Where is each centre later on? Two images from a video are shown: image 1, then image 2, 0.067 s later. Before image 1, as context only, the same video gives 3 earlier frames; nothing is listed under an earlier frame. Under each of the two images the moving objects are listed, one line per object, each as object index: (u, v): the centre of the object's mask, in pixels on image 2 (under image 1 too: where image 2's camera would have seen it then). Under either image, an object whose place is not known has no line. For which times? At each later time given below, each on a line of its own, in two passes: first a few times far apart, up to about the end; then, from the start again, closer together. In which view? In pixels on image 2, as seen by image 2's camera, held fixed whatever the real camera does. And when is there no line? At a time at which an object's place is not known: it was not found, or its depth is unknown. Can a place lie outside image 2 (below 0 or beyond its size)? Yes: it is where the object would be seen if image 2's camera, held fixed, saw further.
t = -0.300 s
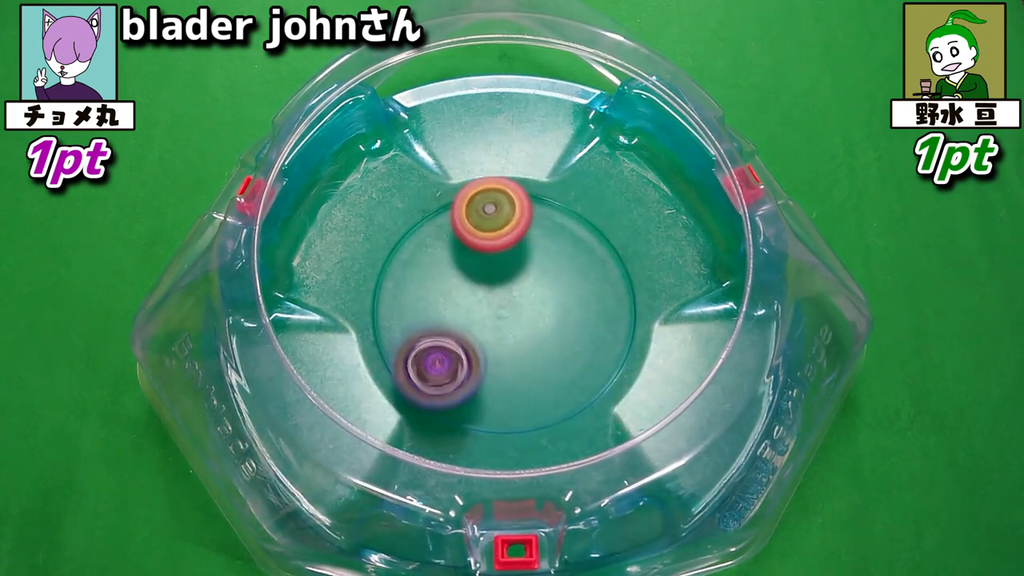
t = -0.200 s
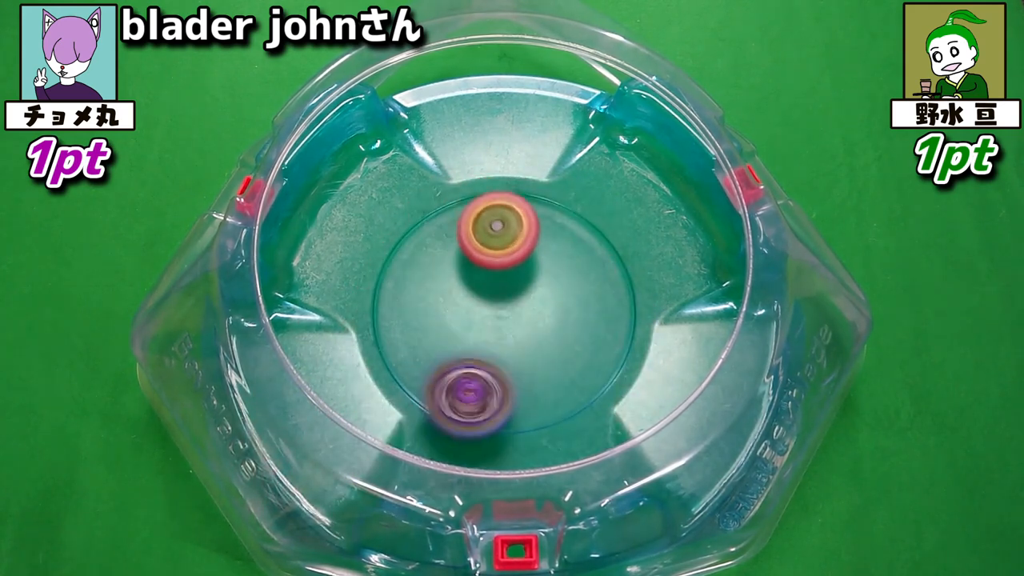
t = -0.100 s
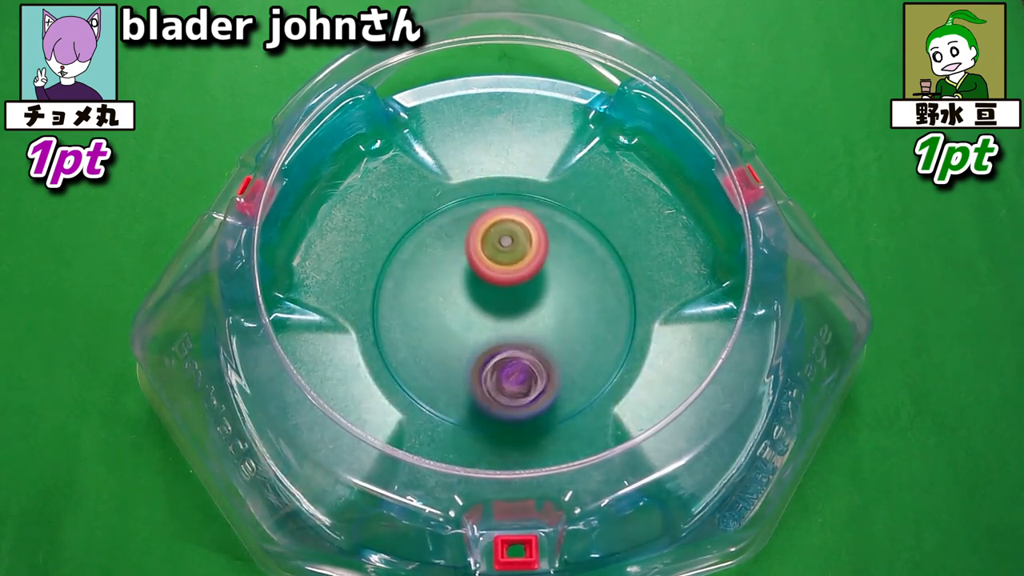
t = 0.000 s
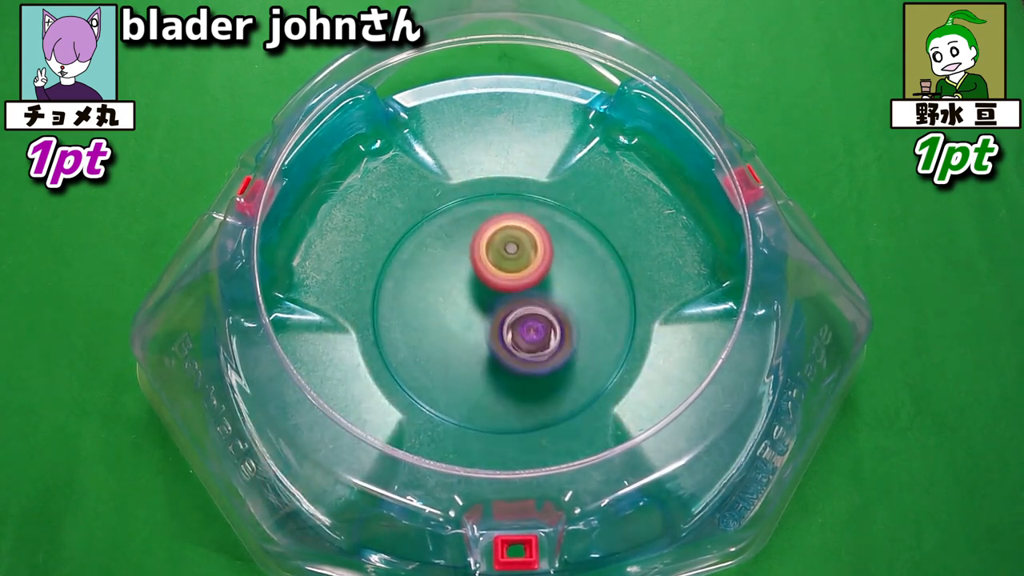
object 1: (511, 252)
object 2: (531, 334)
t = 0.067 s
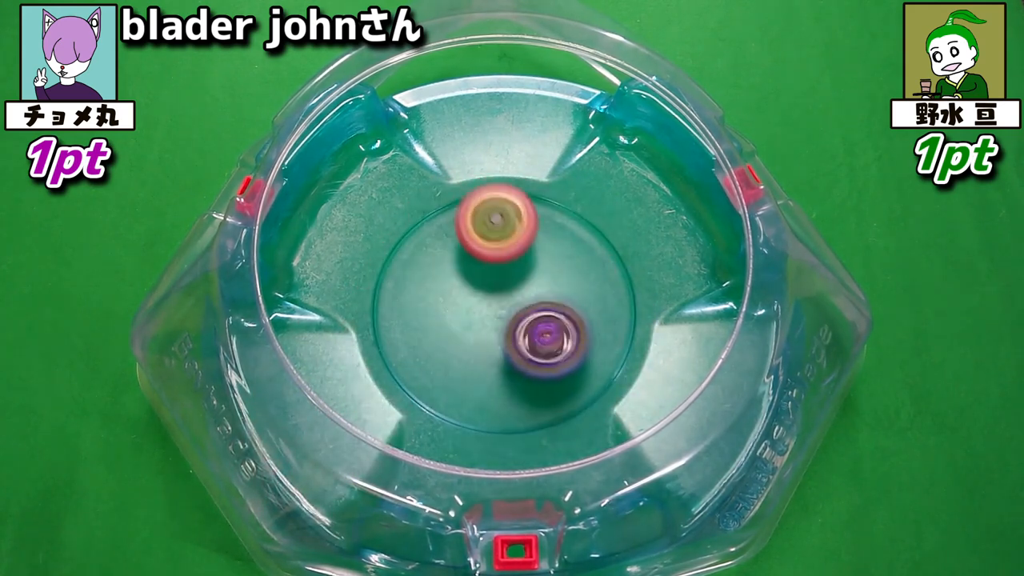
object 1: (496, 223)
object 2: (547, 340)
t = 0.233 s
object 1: (494, 213)
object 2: (566, 315)
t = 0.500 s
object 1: (487, 210)
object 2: (532, 339)
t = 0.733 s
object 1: (480, 240)
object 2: (562, 357)
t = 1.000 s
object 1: (436, 263)
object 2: (548, 323)
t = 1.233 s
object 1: (432, 281)
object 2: (533, 315)
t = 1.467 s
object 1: (416, 292)
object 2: (559, 313)
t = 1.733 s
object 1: (433, 312)
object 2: (522, 283)
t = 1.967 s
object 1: (438, 339)
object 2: (524, 274)
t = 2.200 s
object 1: (464, 349)
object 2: (518, 267)
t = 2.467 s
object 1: (501, 363)
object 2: (506, 268)
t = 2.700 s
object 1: (536, 356)
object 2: (498, 273)
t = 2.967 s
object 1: (562, 329)
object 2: (485, 285)
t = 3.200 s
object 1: (580, 301)
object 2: (472, 299)
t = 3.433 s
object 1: (580, 277)
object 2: (484, 310)
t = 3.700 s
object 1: (575, 258)
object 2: (452, 342)
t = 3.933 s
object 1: (535, 243)
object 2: (486, 329)
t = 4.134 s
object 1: (505, 240)
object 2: (491, 345)
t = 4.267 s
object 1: (485, 244)
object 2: (502, 329)
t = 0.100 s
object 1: (492, 215)
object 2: (554, 339)
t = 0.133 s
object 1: (491, 212)
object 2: (561, 336)
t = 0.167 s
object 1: (492, 212)
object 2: (565, 330)
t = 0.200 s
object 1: (493, 212)
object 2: (566, 324)
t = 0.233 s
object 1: (494, 213)
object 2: (566, 315)
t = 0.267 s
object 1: (496, 214)
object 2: (562, 308)
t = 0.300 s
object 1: (497, 215)
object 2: (553, 300)
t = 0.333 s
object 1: (498, 216)
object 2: (542, 293)
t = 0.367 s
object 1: (493, 211)
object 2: (536, 298)
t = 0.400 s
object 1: (489, 207)
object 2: (534, 308)
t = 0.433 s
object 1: (487, 207)
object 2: (532, 317)
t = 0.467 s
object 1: (487, 208)
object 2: (531, 329)
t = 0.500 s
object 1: (487, 210)
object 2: (532, 339)
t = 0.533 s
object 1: (487, 212)
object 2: (535, 349)
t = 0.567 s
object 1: (487, 216)
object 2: (540, 356)
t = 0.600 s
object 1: (486, 220)
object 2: (545, 361)
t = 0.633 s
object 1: (485, 224)
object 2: (551, 363)
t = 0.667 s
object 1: (484, 229)
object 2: (556, 364)
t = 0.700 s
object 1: (482, 234)
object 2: (560, 361)
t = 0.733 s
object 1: (480, 240)
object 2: (562, 357)
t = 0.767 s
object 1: (478, 245)
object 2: (563, 351)
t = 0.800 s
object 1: (476, 251)
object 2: (562, 343)
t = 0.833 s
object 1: (474, 257)
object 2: (557, 334)
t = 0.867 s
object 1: (471, 262)
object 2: (549, 326)
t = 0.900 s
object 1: (468, 267)
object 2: (539, 319)
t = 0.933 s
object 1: (453, 263)
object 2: (543, 321)
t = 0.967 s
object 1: (442, 261)
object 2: (546, 322)
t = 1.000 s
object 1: (436, 263)
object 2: (548, 323)
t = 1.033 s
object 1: (434, 265)
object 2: (549, 323)
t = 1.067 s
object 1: (432, 267)
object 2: (549, 323)
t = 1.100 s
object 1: (431, 269)
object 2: (548, 322)
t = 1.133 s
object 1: (430, 272)
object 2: (546, 320)
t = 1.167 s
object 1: (430, 275)
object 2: (542, 318)
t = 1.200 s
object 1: (431, 278)
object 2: (538, 317)
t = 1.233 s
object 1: (432, 281)
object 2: (533, 315)
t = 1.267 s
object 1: (434, 285)
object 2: (526, 313)
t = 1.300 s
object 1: (427, 286)
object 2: (528, 314)
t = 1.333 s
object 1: (418, 286)
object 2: (535, 317)
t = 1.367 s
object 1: (415, 287)
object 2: (542, 317)
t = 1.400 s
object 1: (414, 289)
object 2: (549, 318)
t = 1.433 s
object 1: (415, 291)
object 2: (554, 315)
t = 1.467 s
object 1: (416, 292)
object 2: (559, 313)
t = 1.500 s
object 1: (418, 293)
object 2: (562, 307)
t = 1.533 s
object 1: (419, 295)
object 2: (562, 302)
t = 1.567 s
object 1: (422, 297)
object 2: (559, 296)
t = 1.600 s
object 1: (425, 299)
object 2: (555, 290)
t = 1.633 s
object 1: (428, 301)
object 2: (548, 286)
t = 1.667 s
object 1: (432, 304)
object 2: (537, 284)
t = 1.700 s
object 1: (436, 307)
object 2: (526, 283)
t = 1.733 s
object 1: (433, 312)
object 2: (522, 283)
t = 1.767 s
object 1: (430, 318)
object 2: (521, 281)
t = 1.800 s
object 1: (431, 322)
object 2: (520, 281)
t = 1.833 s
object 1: (434, 324)
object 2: (519, 281)
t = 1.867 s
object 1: (437, 326)
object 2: (516, 282)
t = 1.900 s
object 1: (437, 330)
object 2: (517, 281)
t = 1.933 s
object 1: (436, 336)
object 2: (521, 277)
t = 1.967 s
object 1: (438, 339)
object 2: (524, 274)
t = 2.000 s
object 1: (440, 341)
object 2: (526, 271)
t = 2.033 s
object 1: (443, 344)
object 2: (527, 268)
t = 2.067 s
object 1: (446, 345)
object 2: (527, 266)
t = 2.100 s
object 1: (450, 346)
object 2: (525, 265)
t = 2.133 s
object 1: (455, 348)
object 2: (523, 265)
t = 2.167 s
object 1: (459, 349)
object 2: (521, 266)
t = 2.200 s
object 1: (464, 349)
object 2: (518, 267)
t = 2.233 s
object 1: (469, 350)
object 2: (515, 269)
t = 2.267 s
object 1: (475, 350)
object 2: (512, 273)
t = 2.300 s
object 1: (479, 355)
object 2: (511, 273)
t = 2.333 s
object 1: (484, 360)
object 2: (510, 270)
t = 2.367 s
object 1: (489, 362)
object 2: (510, 268)
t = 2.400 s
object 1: (493, 363)
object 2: (508, 267)
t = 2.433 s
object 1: (497, 363)
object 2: (507, 267)
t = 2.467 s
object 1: (501, 363)
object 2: (506, 268)
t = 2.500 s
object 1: (505, 362)
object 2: (505, 270)
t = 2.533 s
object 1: (509, 361)
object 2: (503, 272)
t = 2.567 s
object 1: (514, 360)
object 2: (503, 275)
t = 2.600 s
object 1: (519, 358)
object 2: (502, 279)
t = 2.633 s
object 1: (525, 358)
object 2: (502, 279)
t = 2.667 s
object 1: (531, 358)
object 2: (500, 275)
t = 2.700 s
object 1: (536, 356)
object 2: (498, 273)
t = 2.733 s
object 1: (540, 354)
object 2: (495, 271)
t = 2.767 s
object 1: (544, 351)
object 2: (492, 270)
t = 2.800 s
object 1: (547, 349)
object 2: (490, 271)
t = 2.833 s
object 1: (550, 345)
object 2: (488, 272)
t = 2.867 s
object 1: (553, 341)
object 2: (486, 274)
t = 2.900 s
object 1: (556, 337)
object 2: (485, 278)
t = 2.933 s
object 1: (558, 333)
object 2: (486, 282)
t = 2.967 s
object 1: (562, 329)
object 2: (485, 285)
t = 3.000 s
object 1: (565, 324)
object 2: (484, 288)
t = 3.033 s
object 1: (568, 320)
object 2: (483, 290)
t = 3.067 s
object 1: (570, 315)
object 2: (483, 293)
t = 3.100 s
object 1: (575, 312)
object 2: (479, 294)
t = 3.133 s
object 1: (578, 308)
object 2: (475, 296)
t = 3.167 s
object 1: (580, 304)
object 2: (473, 297)
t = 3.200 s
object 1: (580, 301)
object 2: (472, 299)
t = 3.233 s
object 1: (580, 298)
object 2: (472, 301)
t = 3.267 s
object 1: (580, 295)
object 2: (473, 304)
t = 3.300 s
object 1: (579, 292)
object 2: (475, 307)
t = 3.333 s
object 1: (578, 289)
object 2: (478, 308)
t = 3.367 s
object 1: (576, 286)
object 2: (482, 310)
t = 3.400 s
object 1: (574, 282)
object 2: (487, 310)
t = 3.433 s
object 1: (580, 277)
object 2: (484, 310)
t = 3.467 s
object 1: (588, 270)
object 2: (475, 312)
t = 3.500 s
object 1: (590, 265)
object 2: (466, 315)
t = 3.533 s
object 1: (590, 262)
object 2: (459, 319)
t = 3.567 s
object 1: (588, 261)
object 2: (453, 324)
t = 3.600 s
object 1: (585, 260)
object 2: (449, 329)
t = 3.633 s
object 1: (583, 259)
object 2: (448, 334)
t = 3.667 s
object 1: (579, 259)
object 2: (449, 339)
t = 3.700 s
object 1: (575, 258)
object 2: (452, 342)
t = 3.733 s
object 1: (570, 258)
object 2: (458, 343)
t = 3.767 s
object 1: (564, 258)
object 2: (466, 343)
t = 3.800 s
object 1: (558, 257)
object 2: (473, 340)
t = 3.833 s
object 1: (551, 257)
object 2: (481, 335)
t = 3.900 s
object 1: (538, 250)
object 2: (490, 323)
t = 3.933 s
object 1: (535, 243)
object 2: (486, 329)
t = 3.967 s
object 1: (530, 240)
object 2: (483, 335)
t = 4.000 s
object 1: (525, 239)
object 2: (482, 339)
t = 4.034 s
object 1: (519, 239)
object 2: (483, 343)
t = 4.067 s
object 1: (515, 239)
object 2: (485, 345)
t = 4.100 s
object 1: (510, 240)
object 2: (488, 346)
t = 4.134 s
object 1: (505, 240)
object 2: (491, 345)
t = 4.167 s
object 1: (500, 241)
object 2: (494, 343)
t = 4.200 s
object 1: (495, 243)
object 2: (497, 338)
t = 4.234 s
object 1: (490, 245)
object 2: (501, 333)
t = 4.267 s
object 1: (485, 244)
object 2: (502, 329)
